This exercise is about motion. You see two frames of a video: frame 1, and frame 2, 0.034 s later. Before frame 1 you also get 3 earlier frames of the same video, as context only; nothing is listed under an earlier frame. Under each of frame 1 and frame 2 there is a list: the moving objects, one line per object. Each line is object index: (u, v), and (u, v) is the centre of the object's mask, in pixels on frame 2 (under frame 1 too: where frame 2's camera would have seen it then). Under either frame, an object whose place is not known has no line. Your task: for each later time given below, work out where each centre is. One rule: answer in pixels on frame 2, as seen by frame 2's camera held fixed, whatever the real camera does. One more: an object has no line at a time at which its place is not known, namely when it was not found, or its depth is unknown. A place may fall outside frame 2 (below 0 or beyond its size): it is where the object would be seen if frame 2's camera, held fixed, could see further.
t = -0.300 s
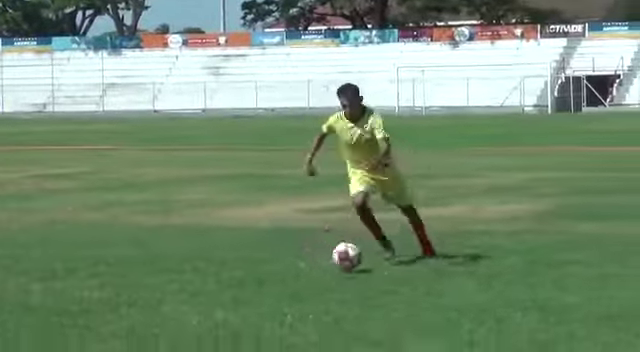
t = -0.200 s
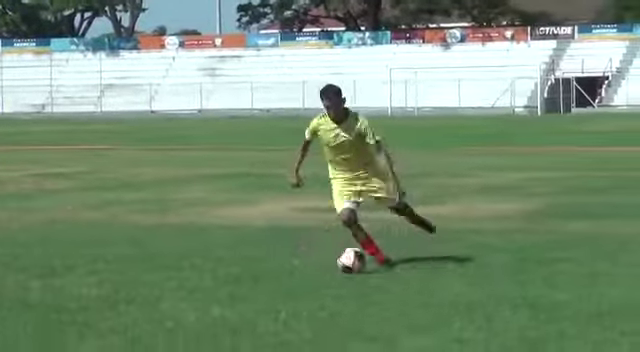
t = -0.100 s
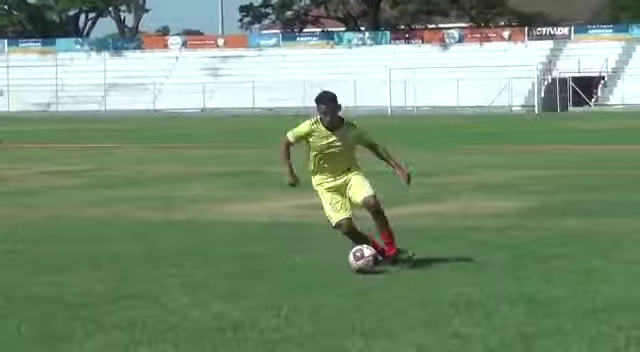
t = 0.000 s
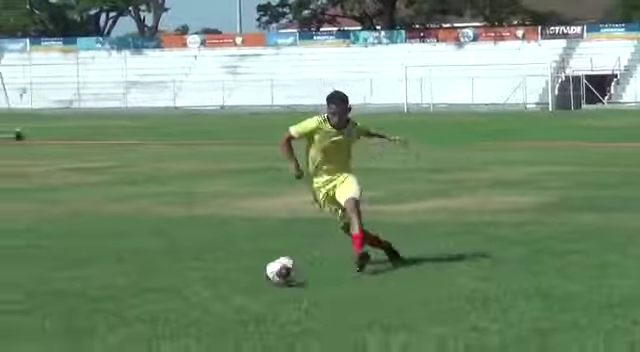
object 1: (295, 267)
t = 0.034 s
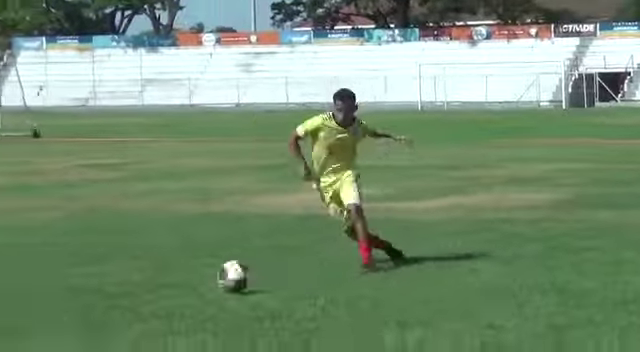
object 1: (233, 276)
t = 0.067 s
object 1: (200, 282)
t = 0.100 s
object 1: (131, 294)
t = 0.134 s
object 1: (52, 309)
